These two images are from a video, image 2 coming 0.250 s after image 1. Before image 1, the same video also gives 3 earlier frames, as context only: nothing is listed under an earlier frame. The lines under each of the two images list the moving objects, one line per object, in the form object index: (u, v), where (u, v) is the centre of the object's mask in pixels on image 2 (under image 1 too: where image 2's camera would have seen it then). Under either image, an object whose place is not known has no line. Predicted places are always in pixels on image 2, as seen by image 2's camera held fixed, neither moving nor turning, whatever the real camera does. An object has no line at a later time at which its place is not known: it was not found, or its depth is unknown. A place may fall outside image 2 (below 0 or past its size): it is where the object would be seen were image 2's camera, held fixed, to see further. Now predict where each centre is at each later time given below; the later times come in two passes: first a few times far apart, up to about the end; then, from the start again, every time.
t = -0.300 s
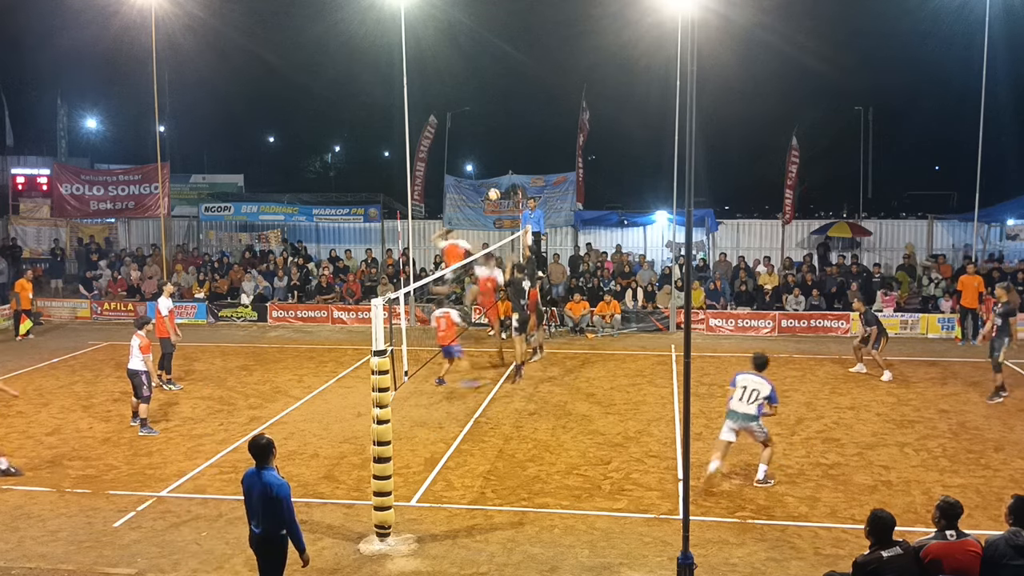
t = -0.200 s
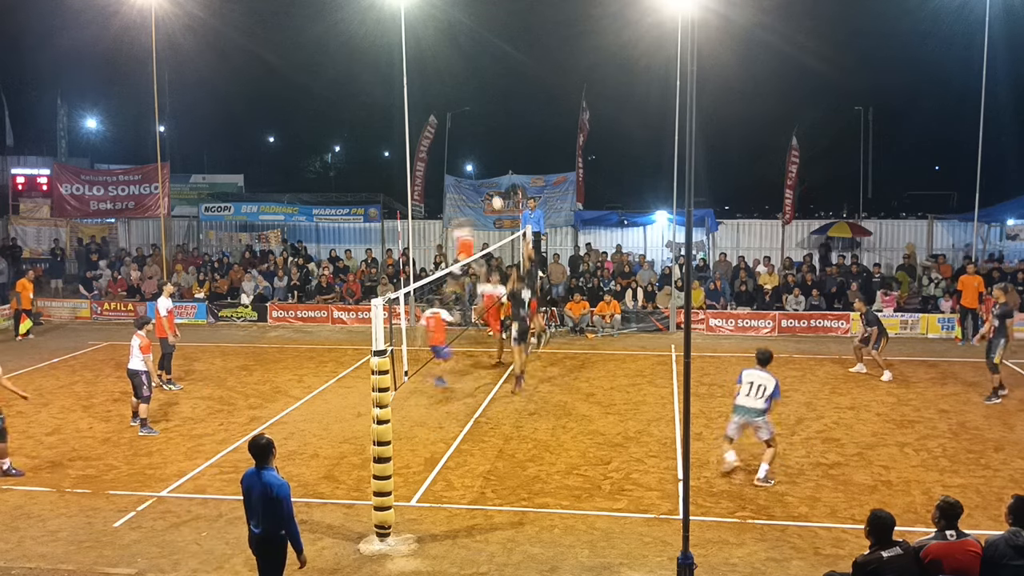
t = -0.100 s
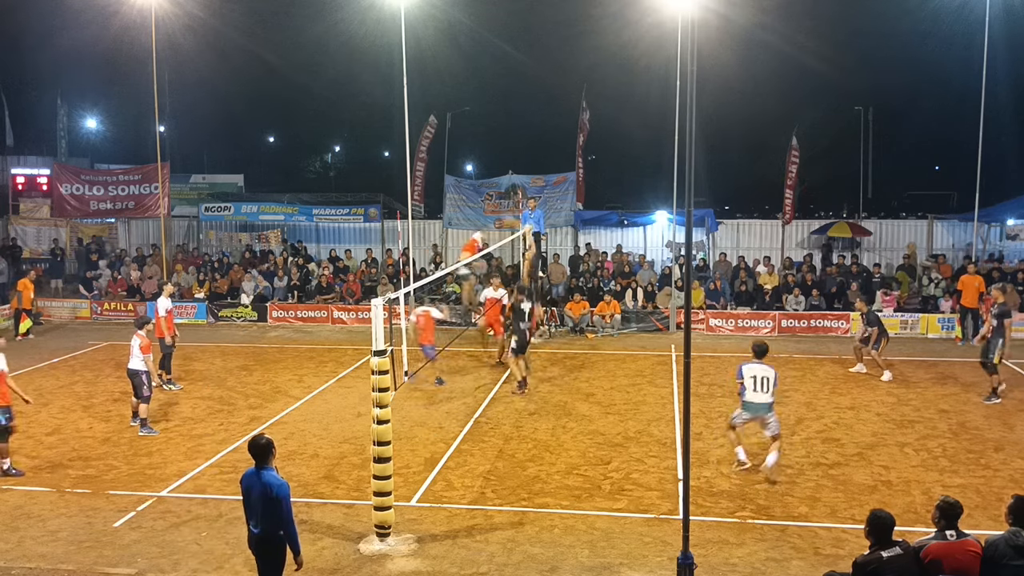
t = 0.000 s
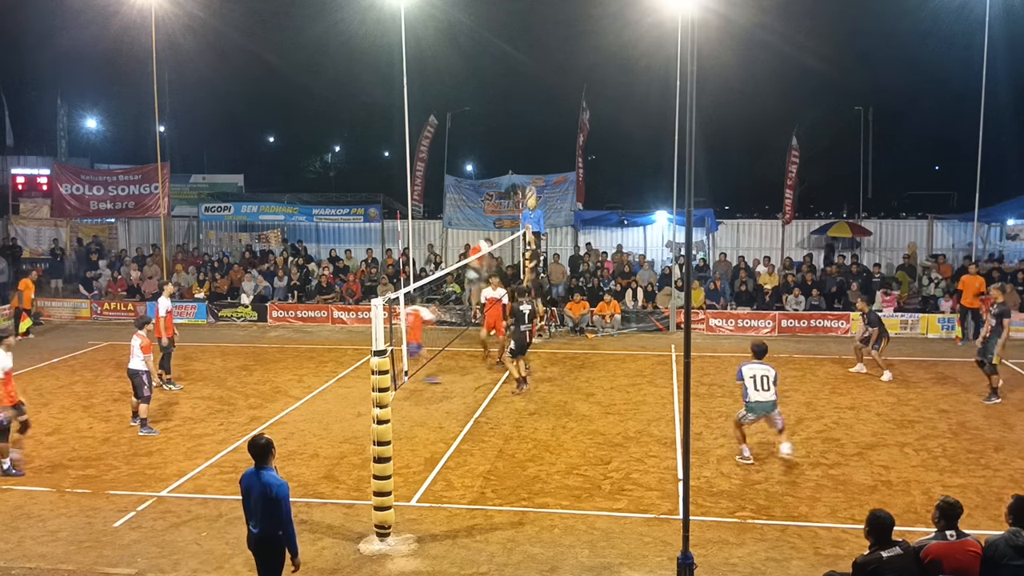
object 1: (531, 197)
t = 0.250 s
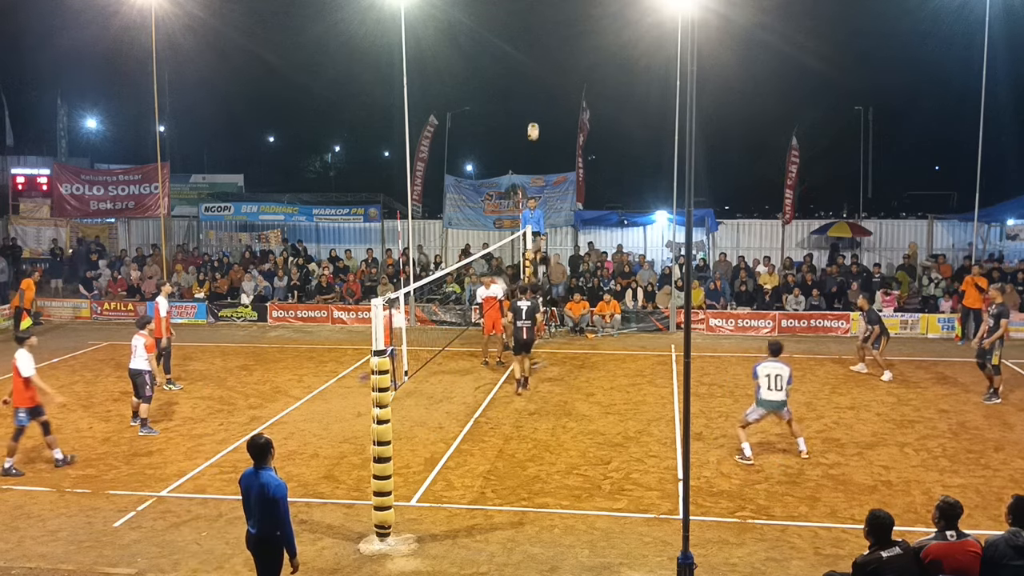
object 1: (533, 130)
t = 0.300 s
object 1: (533, 121)
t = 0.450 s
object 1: (535, 101)
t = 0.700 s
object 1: (538, 94)
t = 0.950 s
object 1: (541, 119)
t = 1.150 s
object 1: (543, 161)
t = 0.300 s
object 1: (533, 121)
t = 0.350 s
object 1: (534, 112)
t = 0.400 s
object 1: (534, 106)
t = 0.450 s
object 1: (535, 101)
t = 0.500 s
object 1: (536, 97)
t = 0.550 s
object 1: (536, 95)
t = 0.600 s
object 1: (537, 93)
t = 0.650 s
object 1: (537, 93)
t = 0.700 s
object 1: (538, 94)
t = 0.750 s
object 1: (538, 96)
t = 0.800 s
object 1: (539, 100)
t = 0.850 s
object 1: (540, 105)
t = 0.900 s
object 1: (540, 112)
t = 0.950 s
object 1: (541, 119)
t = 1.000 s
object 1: (542, 128)
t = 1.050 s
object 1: (543, 138)
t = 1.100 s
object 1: (543, 149)
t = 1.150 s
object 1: (543, 161)
